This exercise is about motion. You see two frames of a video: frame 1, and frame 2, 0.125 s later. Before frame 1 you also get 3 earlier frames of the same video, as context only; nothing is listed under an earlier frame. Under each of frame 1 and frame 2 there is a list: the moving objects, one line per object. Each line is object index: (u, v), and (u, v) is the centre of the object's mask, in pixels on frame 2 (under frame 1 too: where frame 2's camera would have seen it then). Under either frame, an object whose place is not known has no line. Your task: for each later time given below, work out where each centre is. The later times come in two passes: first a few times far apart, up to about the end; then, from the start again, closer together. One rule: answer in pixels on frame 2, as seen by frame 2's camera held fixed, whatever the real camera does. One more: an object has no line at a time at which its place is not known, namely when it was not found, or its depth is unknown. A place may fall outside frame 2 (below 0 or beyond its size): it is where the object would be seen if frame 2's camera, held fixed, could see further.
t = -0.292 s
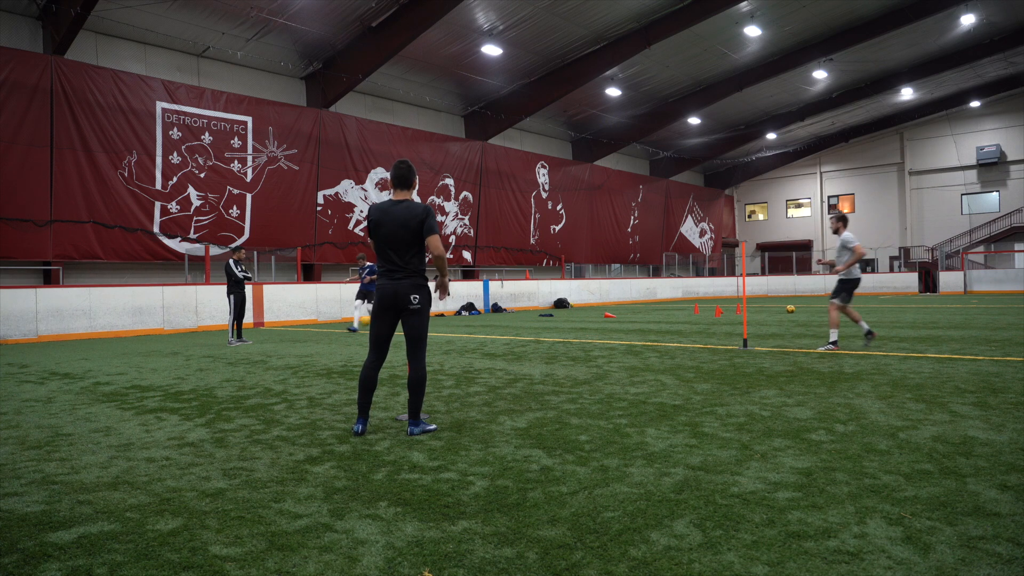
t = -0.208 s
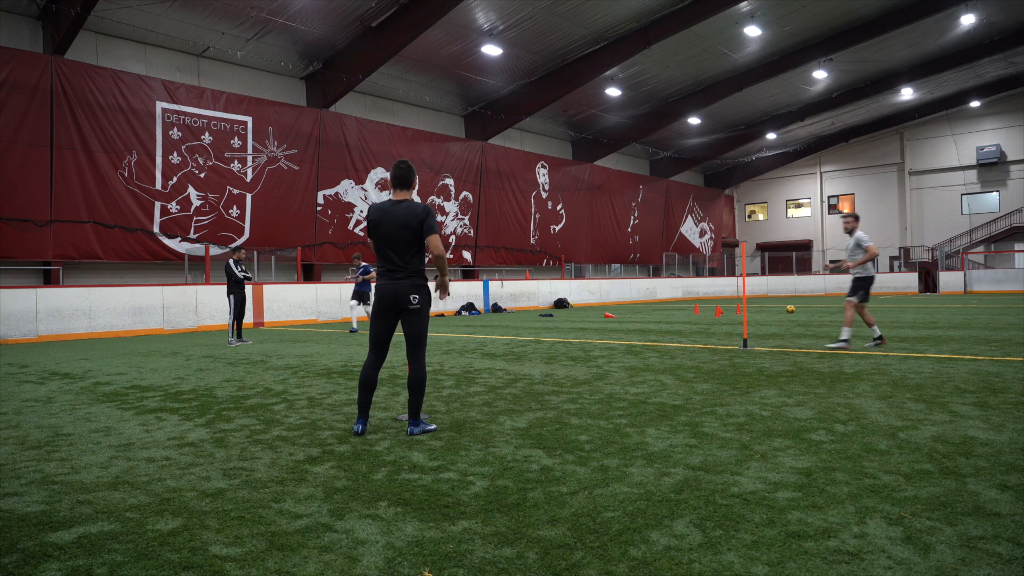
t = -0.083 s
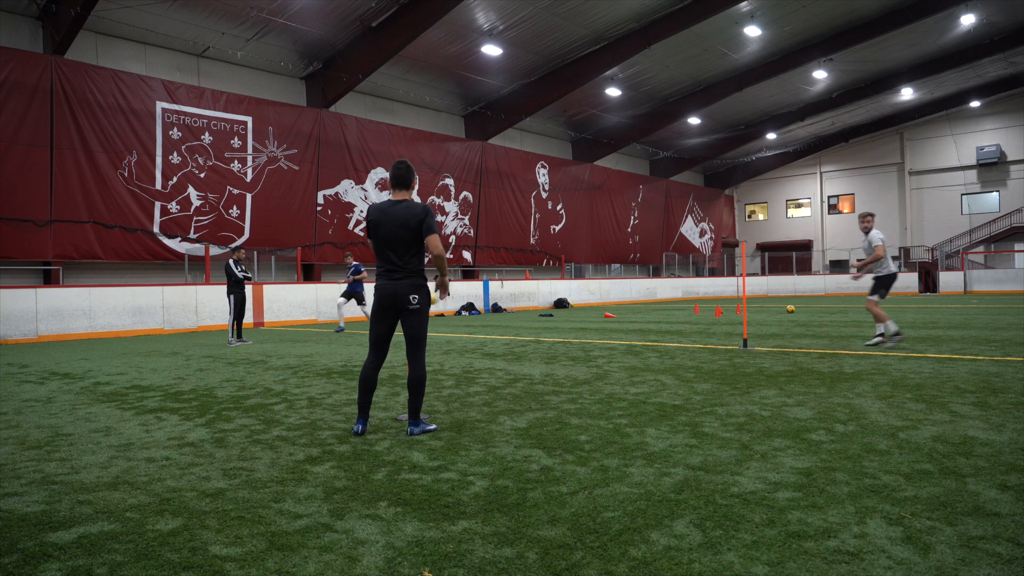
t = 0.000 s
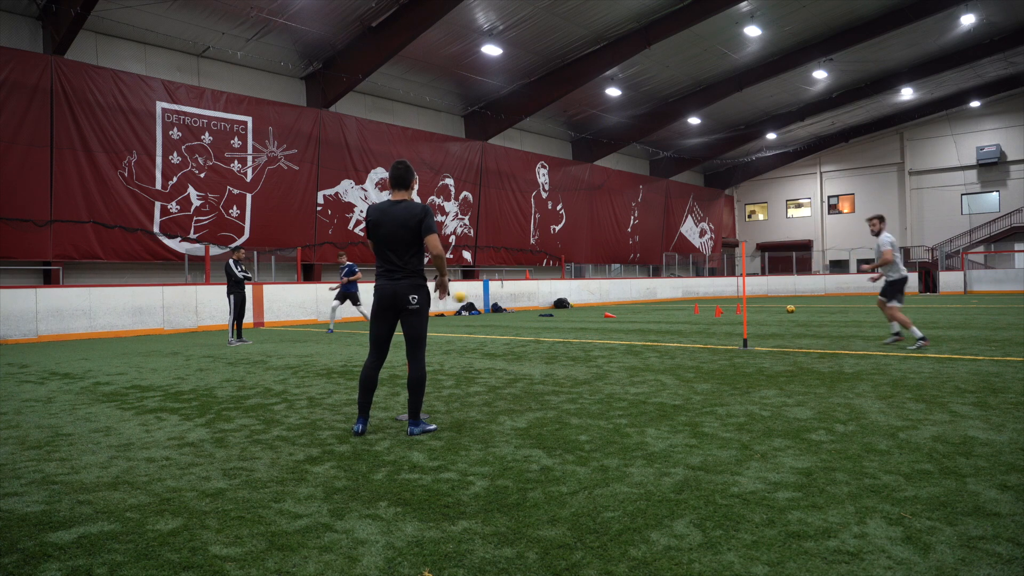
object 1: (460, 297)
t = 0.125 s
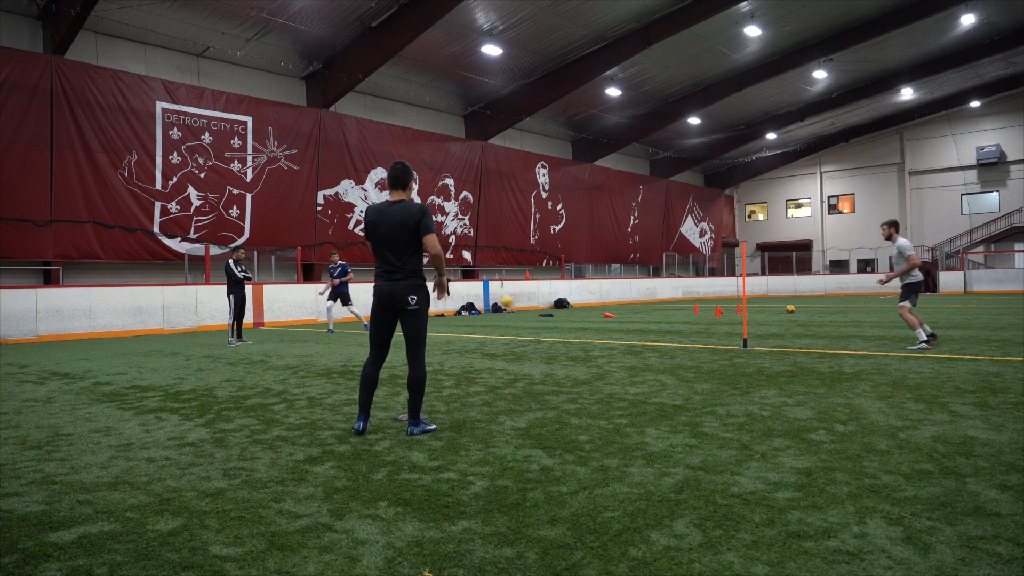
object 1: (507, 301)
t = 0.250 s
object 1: (558, 316)
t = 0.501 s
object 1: (669, 309)
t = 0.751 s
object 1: (801, 305)
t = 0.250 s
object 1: (558, 316)
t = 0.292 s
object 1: (575, 324)
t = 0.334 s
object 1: (593, 333)
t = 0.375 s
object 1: (611, 326)
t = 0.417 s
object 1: (630, 320)
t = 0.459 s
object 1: (649, 314)
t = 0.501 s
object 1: (669, 309)
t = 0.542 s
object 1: (689, 305)
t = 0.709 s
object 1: (777, 303)
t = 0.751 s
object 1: (801, 305)
